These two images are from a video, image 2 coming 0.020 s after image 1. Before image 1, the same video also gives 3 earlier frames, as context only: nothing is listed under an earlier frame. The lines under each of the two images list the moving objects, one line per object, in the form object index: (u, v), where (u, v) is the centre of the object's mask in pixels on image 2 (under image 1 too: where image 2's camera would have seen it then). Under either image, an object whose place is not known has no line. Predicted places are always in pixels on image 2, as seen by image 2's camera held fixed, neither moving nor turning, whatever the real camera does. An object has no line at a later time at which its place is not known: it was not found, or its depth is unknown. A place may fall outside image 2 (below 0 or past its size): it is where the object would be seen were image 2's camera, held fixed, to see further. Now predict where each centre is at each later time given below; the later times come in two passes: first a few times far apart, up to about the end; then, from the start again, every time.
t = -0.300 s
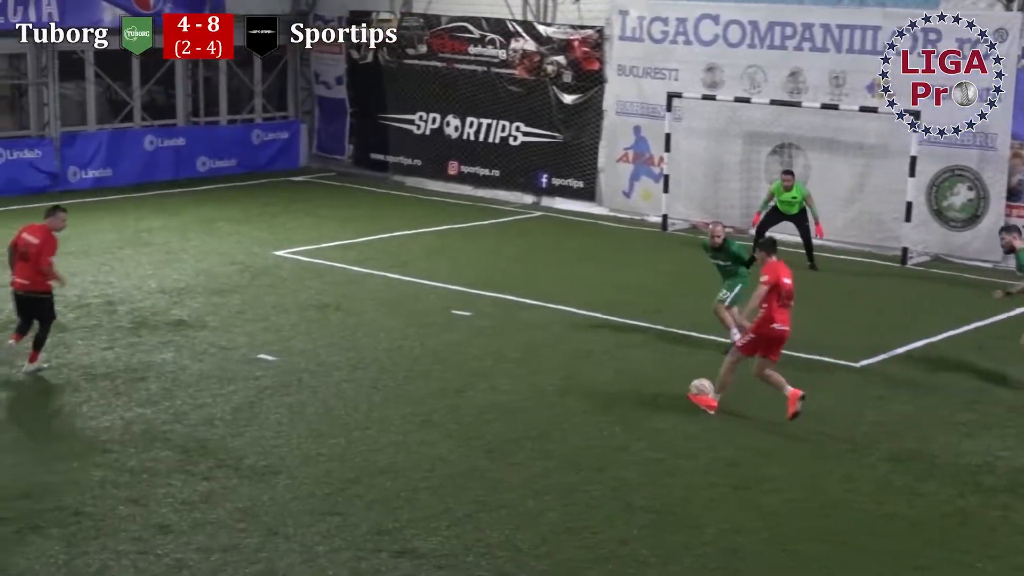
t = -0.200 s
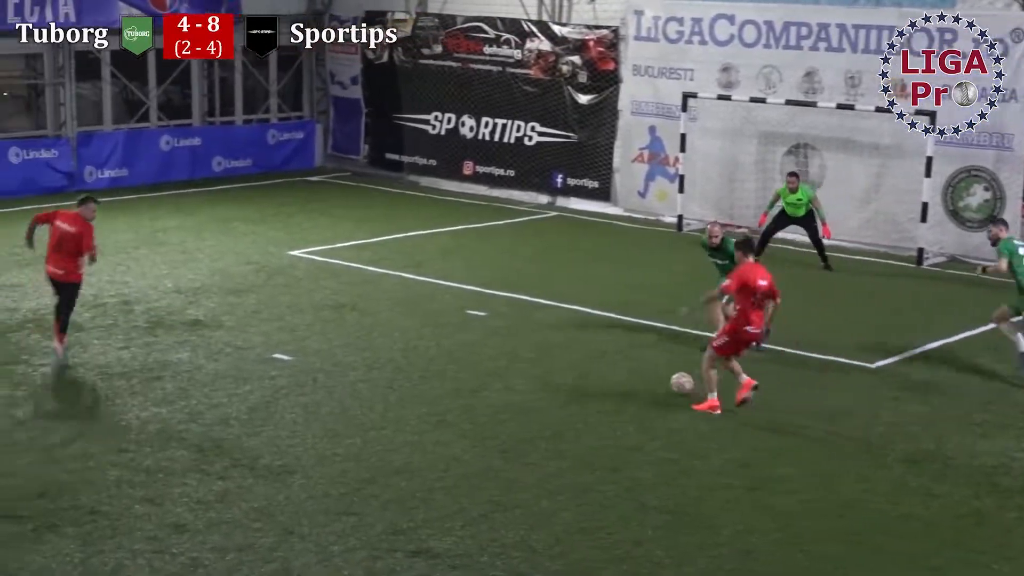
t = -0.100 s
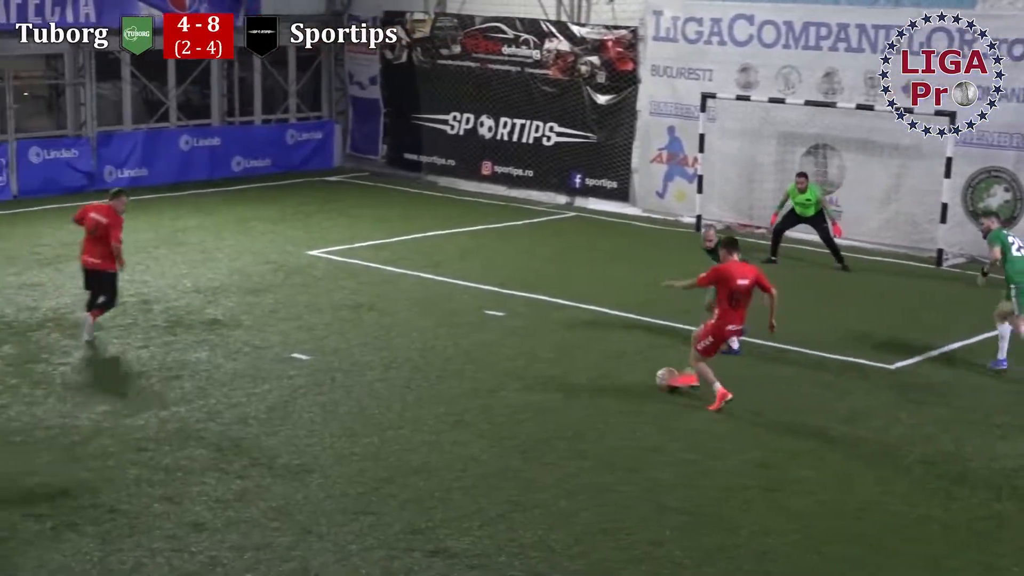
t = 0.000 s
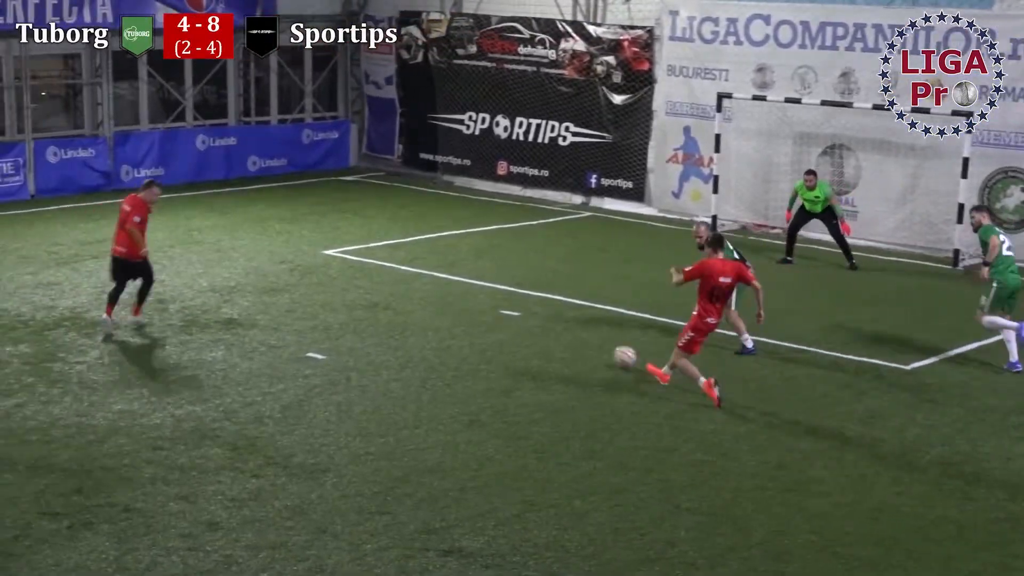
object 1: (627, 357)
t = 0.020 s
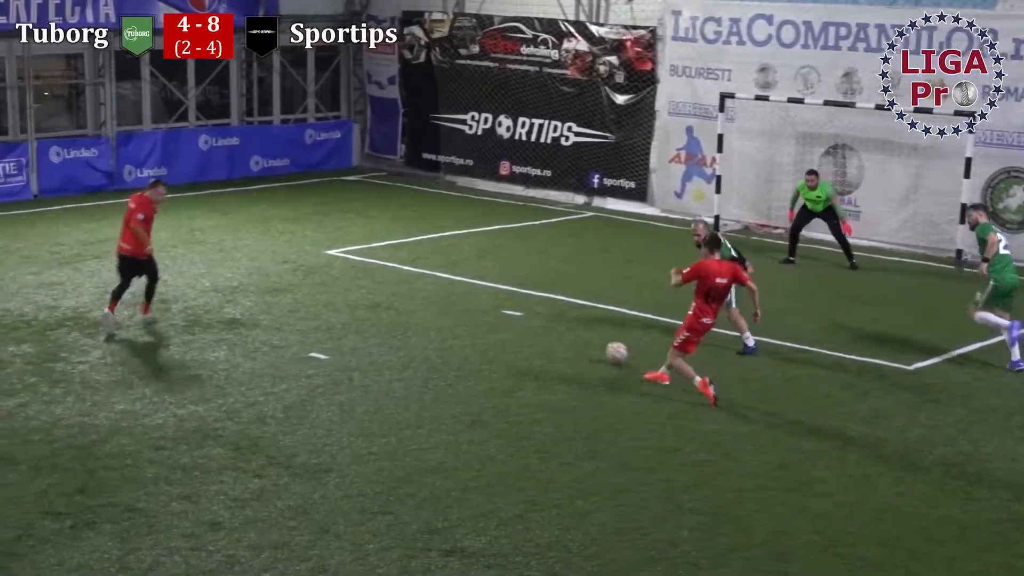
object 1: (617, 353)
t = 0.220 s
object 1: (527, 319)
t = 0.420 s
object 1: (463, 294)
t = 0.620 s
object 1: (414, 277)
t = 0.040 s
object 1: (606, 349)
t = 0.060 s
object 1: (596, 345)
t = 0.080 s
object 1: (586, 343)
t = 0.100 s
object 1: (577, 339)
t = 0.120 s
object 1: (568, 334)
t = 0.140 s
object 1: (560, 331)
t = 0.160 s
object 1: (551, 327)
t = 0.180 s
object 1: (543, 325)
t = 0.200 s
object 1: (535, 322)
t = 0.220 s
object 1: (527, 319)
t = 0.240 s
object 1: (519, 316)
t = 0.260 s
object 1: (513, 312)
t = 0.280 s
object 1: (506, 309)
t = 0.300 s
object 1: (499, 307)
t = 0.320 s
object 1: (493, 304)
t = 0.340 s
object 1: (486, 302)
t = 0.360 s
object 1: (480, 301)
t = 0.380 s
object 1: (474, 299)
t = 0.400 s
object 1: (468, 296)
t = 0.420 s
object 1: (463, 294)
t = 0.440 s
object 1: (457, 292)
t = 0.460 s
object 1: (452, 290)
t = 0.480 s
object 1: (447, 289)
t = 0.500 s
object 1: (441, 288)
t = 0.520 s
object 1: (436, 286)
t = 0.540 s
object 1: (432, 284)
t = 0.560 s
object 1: (427, 282)
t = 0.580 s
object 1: (423, 280)
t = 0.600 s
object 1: (418, 279)
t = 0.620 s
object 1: (414, 277)
